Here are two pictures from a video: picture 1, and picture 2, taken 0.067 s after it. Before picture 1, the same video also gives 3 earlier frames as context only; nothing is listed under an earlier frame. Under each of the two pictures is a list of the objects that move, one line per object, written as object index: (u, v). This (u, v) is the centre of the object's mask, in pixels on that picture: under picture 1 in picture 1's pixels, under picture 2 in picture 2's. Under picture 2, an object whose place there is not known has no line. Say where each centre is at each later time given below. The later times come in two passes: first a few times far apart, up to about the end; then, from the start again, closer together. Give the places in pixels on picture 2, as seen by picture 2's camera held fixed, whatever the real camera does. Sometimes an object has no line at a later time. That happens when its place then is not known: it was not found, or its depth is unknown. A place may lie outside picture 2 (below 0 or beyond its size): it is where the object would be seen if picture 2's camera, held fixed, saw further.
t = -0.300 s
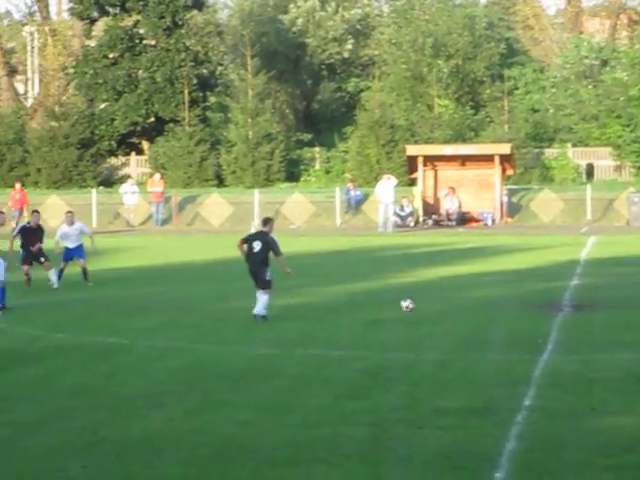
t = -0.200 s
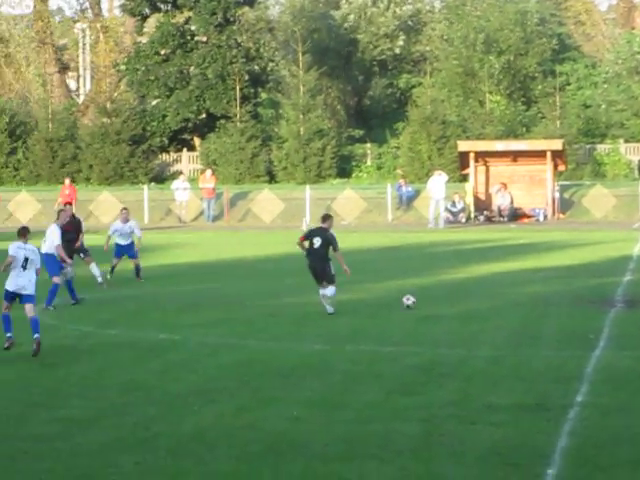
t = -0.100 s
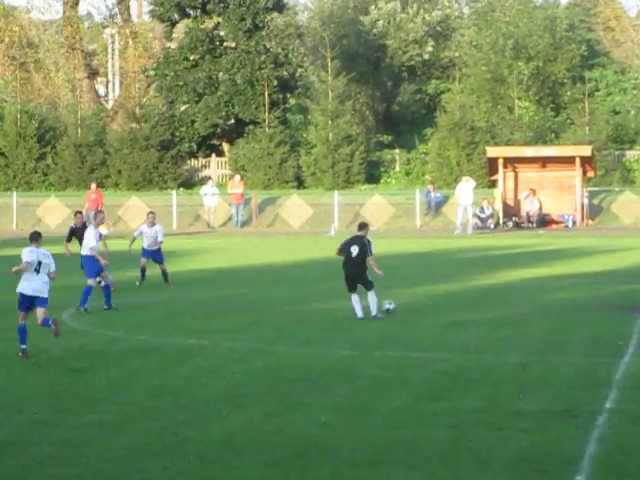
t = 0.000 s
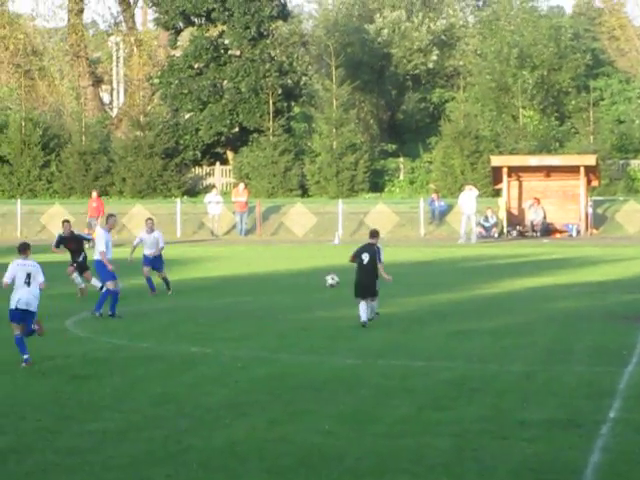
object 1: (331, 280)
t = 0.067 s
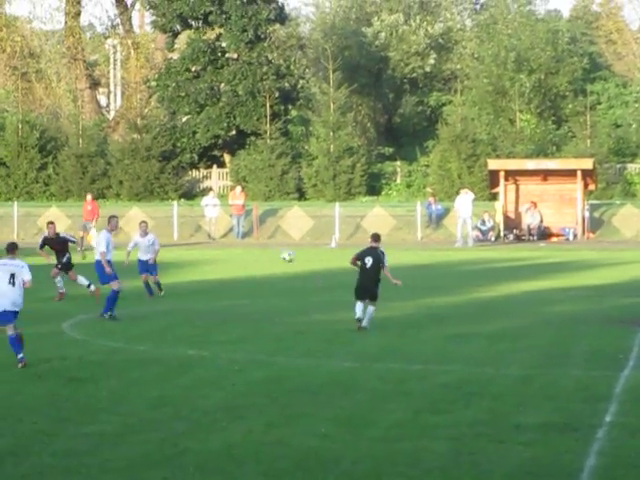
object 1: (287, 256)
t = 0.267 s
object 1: (169, 195)
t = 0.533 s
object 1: (22, 163)
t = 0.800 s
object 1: (-117, 181)
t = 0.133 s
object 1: (247, 232)
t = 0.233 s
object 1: (187, 202)
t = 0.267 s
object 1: (169, 195)
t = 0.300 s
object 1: (150, 189)
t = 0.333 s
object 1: (132, 182)
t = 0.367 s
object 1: (113, 177)
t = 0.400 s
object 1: (95, 174)
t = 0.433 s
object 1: (77, 170)
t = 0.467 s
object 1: (58, 167)
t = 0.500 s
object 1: (40, 164)
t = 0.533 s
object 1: (22, 163)
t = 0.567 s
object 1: (5, 163)
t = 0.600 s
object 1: (-13, 163)
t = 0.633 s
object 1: (-31, 164)
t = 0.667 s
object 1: (-48, 166)
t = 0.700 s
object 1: (-66, 169)
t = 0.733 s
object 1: (-83, 172)
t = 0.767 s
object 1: (-100, 176)
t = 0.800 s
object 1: (-117, 181)
